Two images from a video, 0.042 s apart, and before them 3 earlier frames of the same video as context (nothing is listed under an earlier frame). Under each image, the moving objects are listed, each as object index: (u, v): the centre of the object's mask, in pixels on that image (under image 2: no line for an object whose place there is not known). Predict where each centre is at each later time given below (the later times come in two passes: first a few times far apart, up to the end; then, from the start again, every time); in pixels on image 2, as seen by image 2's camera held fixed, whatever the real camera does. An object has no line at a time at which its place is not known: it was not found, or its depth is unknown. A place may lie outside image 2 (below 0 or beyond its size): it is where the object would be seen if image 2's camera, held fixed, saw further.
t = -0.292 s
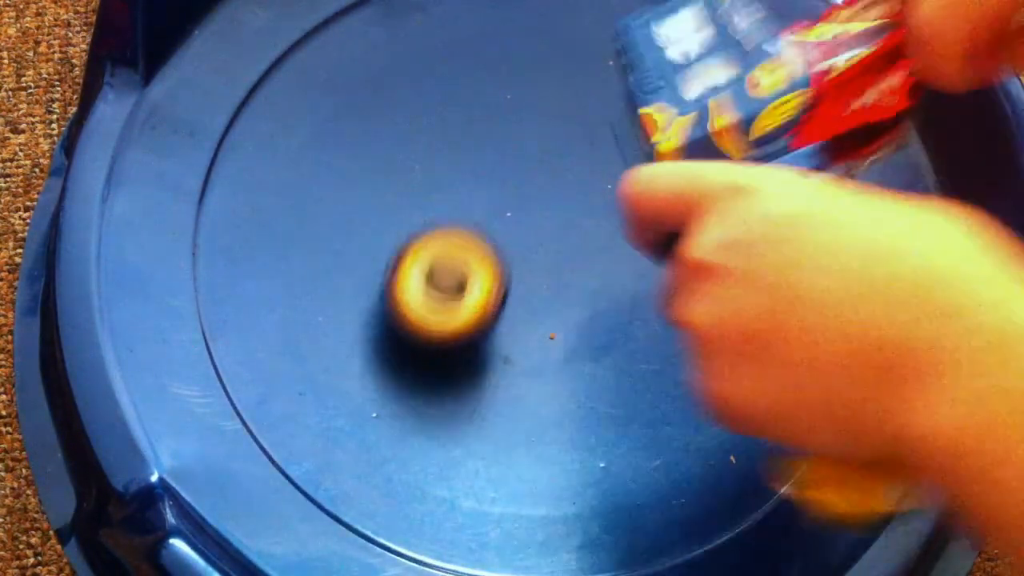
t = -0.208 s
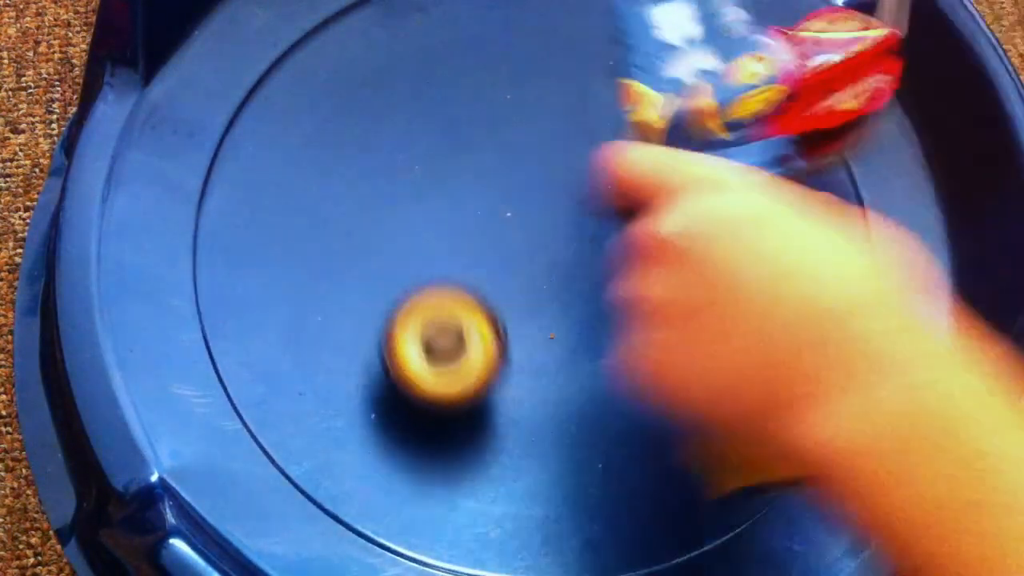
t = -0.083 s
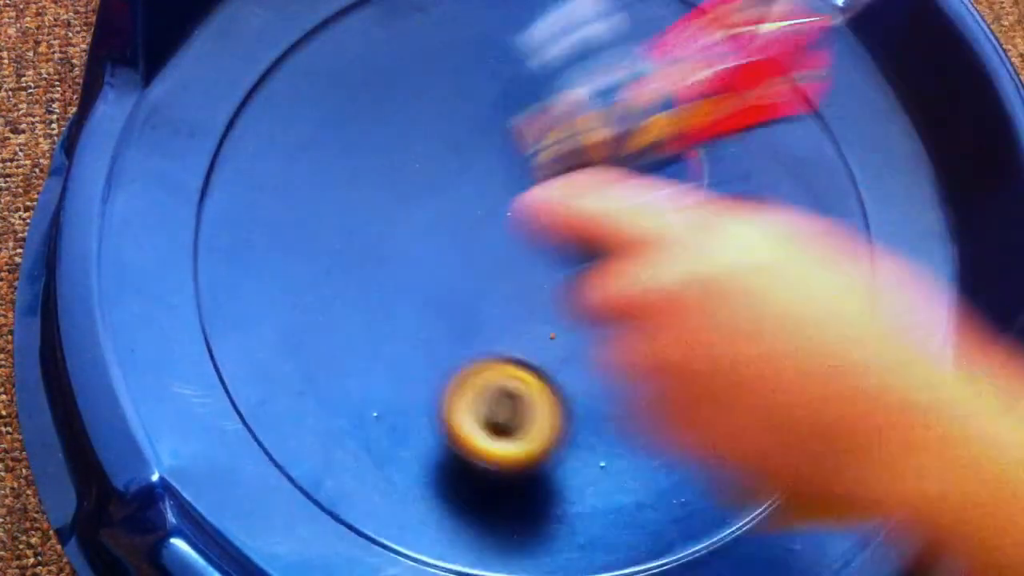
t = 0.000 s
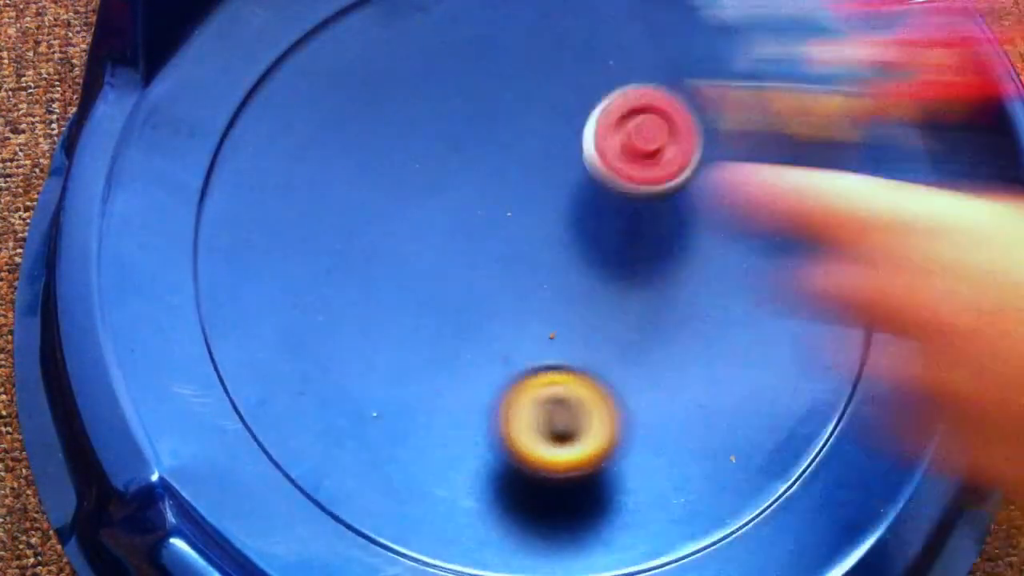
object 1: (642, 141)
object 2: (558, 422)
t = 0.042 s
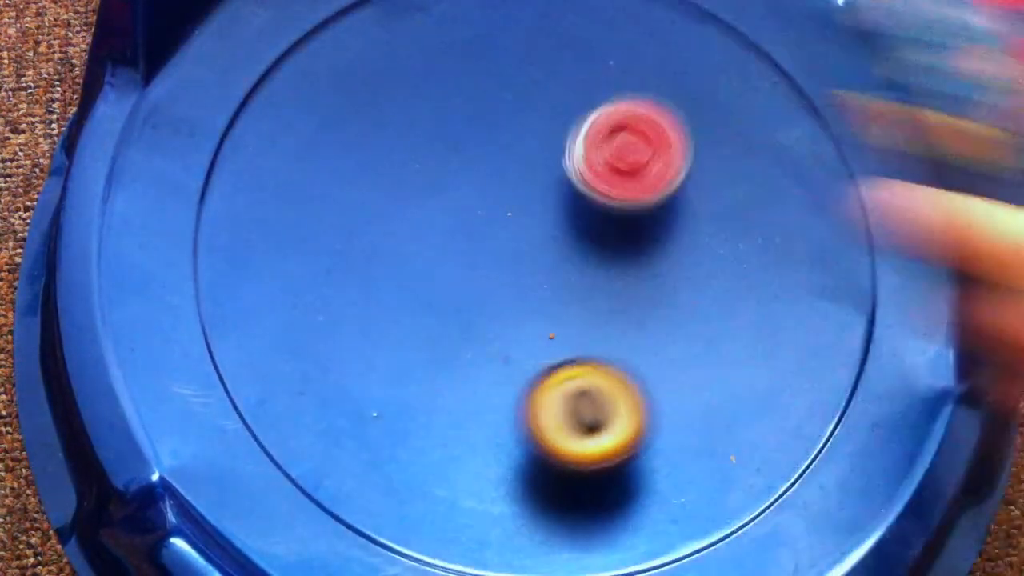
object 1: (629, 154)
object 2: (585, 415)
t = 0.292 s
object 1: (495, 227)
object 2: (631, 273)
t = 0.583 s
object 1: (610, 363)
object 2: (458, 162)
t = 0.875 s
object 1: (682, 197)
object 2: (378, 293)
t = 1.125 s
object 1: (484, 147)
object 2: (523, 330)
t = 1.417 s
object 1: (414, 350)
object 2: (579, 163)
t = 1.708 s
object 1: (644, 370)
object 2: (436, 106)
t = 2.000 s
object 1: (604, 151)
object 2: (469, 231)
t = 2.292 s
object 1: (378, 168)
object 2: (608, 215)
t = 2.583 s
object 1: (466, 368)
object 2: (587, 128)
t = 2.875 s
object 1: (656, 242)
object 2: (539, 191)
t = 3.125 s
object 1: (612, 90)
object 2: (532, 263)
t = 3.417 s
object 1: (413, 141)
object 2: (615, 277)
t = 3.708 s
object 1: (523, 335)
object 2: (582, 218)
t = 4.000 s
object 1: (690, 238)
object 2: (534, 261)
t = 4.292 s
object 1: (559, 122)
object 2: (534, 283)
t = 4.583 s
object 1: (434, 263)
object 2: (589, 289)
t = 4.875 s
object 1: (583, 381)
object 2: (564, 212)
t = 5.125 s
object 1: (664, 242)
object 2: (491, 222)
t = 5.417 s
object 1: (498, 153)
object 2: (521, 290)
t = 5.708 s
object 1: (428, 286)
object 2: (568, 239)
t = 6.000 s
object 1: (585, 321)
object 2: (520, 208)
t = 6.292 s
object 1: (648, 184)
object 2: (480, 226)
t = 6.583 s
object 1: (480, 120)
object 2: (543, 272)
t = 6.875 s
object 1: (392, 241)
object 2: (630, 259)
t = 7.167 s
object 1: (572, 336)
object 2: (580, 197)
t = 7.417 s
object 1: (663, 207)
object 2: (525, 230)
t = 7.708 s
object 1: (519, 120)
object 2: (540, 283)
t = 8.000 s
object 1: (439, 245)
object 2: (606, 288)
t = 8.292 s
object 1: (515, 372)
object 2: (636, 194)
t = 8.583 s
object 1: (634, 304)
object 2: (521, 151)
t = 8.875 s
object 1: (635, 164)
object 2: (410, 257)
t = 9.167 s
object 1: (477, 126)
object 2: (476, 340)
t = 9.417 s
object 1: (428, 246)
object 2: (547, 305)
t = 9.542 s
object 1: (340, 231)
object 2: (718, 320)
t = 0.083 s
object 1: (603, 151)
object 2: (608, 403)
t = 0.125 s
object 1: (574, 158)
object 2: (624, 384)
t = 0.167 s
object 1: (546, 169)
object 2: (636, 360)
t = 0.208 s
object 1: (524, 183)
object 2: (641, 334)
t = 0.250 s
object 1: (507, 203)
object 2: (639, 303)
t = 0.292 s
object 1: (495, 227)
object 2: (631, 273)
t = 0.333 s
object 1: (490, 253)
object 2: (619, 246)
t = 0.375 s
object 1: (492, 281)
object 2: (601, 221)
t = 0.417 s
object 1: (504, 308)
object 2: (578, 198)
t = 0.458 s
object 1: (522, 332)
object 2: (552, 181)
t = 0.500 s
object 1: (548, 351)
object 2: (522, 169)
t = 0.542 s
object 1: (578, 361)
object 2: (490, 163)
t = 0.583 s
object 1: (610, 363)
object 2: (458, 162)
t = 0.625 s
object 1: (640, 354)
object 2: (429, 167)
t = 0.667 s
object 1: (665, 337)
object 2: (404, 180)
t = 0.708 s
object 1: (686, 313)
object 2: (384, 198)
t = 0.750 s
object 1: (699, 285)
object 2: (370, 221)
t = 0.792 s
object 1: (703, 255)
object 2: (364, 245)
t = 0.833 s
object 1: (697, 225)
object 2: (366, 270)
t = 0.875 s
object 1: (682, 197)
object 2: (378, 293)
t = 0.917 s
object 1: (659, 174)
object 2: (395, 313)
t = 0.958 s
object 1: (629, 155)
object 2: (416, 328)
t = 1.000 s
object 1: (594, 142)
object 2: (441, 338)
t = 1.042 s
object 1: (558, 137)
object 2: (468, 342)
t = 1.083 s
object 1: (520, 139)
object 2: (496, 339)
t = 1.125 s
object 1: (484, 147)
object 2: (523, 330)
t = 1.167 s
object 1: (452, 163)
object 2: (547, 314)
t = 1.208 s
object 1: (425, 185)
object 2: (567, 294)
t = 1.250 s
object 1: (406, 214)
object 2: (581, 270)
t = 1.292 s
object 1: (394, 246)
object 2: (590, 243)
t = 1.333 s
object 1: (391, 280)
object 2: (592, 217)
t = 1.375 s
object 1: (397, 316)
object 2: (589, 188)
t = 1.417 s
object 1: (414, 350)
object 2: (579, 163)
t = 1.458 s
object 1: (438, 381)
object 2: (566, 140)
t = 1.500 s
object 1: (470, 405)
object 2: (547, 120)
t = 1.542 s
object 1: (507, 418)
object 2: (526, 106)
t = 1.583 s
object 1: (546, 421)
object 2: (504, 96)
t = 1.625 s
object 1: (585, 413)
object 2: (480, 93)
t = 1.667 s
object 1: (619, 395)
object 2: (456, 95)
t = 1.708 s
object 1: (644, 370)
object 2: (436, 106)
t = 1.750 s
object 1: (662, 339)
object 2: (421, 121)
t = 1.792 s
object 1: (672, 305)
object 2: (413, 141)
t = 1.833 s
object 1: (673, 270)
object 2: (413, 162)
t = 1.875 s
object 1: (666, 236)
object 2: (419, 182)
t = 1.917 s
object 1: (652, 204)
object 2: (431, 200)
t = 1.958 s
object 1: (631, 174)
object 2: (449, 217)
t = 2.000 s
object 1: (604, 151)
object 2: (469, 231)
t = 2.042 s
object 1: (572, 134)
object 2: (491, 242)
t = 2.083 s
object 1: (537, 122)
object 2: (514, 249)
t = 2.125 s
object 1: (503, 117)
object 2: (536, 251)
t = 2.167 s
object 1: (467, 118)
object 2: (559, 247)
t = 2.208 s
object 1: (432, 129)
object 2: (578, 240)
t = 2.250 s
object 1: (402, 146)
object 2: (594, 228)
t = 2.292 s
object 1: (378, 168)
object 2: (608, 215)
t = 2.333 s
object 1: (363, 197)
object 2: (618, 200)
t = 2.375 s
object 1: (356, 232)
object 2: (624, 184)
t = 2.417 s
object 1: (360, 267)
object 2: (624, 168)
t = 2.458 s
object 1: (375, 300)
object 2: (620, 154)
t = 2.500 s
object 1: (399, 329)
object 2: (612, 141)
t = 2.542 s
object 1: (430, 353)
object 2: (600, 131)
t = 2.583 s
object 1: (466, 368)
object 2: (587, 128)
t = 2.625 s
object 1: (505, 373)
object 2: (574, 129)
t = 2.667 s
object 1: (545, 368)
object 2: (561, 135)
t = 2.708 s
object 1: (581, 354)
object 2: (552, 145)
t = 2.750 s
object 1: (611, 331)
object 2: (544, 156)
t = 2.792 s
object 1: (632, 303)
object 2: (542, 170)
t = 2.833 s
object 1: (644, 272)
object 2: (542, 182)
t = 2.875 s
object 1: (656, 242)
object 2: (539, 191)
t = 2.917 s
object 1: (671, 217)
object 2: (527, 194)
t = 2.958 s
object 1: (675, 190)
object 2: (519, 204)
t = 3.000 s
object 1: (671, 162)
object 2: (518, 218)
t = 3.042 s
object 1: (657, 135)
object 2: (520, 234)
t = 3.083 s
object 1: (637, 110)
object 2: (525, 249)
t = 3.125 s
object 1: (612, 90)
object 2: (532, 263)
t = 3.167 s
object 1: (582, 75)
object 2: (541, 276)
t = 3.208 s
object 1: (550, 66)
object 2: (552, 285)
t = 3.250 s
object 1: (517, 65)
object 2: (565, 291)
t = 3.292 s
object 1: (486, 72)
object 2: (580, 293)
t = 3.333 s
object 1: (455, 88)
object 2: (594, 291)
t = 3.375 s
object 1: (431, 111)
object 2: (607, 285)
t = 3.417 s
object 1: (413, 141)
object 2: (615, 277)
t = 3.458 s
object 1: (405, 174)
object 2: (620, 266)
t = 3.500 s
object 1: (406, 208)
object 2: (622, 255)
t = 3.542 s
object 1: (419, 242)
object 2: (620, 243)
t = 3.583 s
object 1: (437, 273)
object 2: (615, 233)
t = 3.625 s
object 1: (460, 299)
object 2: (606, 224)
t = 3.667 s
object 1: (491, 321)
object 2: (594, 219)
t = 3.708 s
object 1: (523, 335)
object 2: (582, 218)
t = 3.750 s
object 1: (558, 341)
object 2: (569, 219)
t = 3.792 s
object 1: (591, 337)
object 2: (558, 223)
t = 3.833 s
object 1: (622, 327)
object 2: (547, 230)
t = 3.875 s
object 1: (648, 309)
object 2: (540, 237)
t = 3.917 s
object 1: (668, 287)
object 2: (536, 245)
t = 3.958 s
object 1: (683, 262)
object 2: (534, 254)
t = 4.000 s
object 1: (690, 238)
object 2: (534, 261)
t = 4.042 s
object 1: (689, 212)
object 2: (536, 268)
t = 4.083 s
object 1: (682, 188)
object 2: (538, 272)
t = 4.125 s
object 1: (668, 165)
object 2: (539, 274)
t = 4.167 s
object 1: (648, 146)
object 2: (539, 275)
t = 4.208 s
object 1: (621, 130)
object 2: (537, 278)
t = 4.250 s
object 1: (591, 123)
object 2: (535, 280)
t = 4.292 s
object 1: (559, 122)
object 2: (534, 283)
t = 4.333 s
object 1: (528, 128)
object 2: (536, 288)
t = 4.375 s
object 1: (500, 142)
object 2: (539, 292)
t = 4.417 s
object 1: (477, 163)
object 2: (544, 296)
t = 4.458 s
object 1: (462, 190)
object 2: (550, 296)
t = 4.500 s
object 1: (453, 217)
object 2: (557, 293)
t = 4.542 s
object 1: (441, 241)
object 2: (575, 292)
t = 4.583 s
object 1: (434, 263)
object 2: (589, 289)
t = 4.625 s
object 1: (435, 290)
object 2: (595, 281)
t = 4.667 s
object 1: (445, 318)
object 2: (597, 270)
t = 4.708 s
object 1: (463, 344)
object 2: (596, 257)
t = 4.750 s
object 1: (487, 365)
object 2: (592, 243)
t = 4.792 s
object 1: (516, 379)
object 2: (585, 230)
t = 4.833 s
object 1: (550, 385)
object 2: (575, 220)
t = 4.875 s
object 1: (583, 381)
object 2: (564, 212)
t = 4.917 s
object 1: (613, 370)
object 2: (550, 206)
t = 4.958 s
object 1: (637, 350)
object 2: (536, 202)
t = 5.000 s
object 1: (655, 326)
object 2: (523, 201)
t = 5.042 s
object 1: (665, 298)
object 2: (510, 205)
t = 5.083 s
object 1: (668, 270)
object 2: (500, 212)
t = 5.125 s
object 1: (664, 242)
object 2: (491, 222)
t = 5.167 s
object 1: (653, 215)
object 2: (486, 233)
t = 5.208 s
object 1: (636, 192)
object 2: (484, 245)
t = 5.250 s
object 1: (613, 172)
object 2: (485, 257)
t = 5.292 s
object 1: (586, 158)
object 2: (491, 269)
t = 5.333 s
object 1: (557, 150)
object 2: (498, 278)
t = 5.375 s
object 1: (526, 149)
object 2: (508, 286)
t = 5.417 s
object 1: (498, 153)
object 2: (521, 290)
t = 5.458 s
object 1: (472, 163)
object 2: (533, 291)
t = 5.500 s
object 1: (451, 177)
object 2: (544, 288)
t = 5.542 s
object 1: (436, 195)
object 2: (553, 281)
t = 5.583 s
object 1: (425, 216)
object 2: (560, 272)
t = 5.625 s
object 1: (421, 239)
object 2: (565, 261)
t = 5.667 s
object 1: (423, 262)
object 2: (568, 250)
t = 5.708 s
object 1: (428, 286)
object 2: (568, 239)
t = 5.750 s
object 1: (441, 307)
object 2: (565, 228)
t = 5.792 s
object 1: (460, 327)
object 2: (560, 219)
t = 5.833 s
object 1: (484, 340)
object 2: (553, 210)
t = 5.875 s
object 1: (510, 346)
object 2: (544, 205)
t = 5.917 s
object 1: (537, 345)
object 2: (535, 203)
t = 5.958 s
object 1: (563, 337)
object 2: (527, 204)
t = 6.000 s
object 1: (585, 321)
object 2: (520, 208)
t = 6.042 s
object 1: (601, 302)
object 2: (515, 213)
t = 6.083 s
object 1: (626, 291)
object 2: (504, 208)
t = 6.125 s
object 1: (647, 279)
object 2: (490, 201)
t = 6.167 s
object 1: (659, 258)
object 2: (483, 202)
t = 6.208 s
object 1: (663, 234)
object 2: (480, 208)
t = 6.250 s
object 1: (659, 208)
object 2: (479, 218)
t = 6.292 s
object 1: (648, 184)
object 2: (480, 226)
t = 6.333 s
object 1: (631, 163)
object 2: (485, 234)
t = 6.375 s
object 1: (610, 146)
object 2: (492, 241)
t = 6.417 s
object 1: (585, 135)
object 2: (502, 245)
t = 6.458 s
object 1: (560, 129)
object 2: (511, 247)
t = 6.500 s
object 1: (533, 129)
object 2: (521, 246)
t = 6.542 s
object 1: (507, 132)
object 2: (530, 247)
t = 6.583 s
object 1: (480, 120)
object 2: (543, 272)
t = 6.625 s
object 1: (455, 113)
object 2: (556, 292)
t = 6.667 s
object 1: (434, 119)
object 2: (570, 300)
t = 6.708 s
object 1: (414, 136)
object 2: (584, 301)
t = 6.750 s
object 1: (397, 158)
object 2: (599, 296)
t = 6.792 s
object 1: (388, 183)
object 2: (612, 286)
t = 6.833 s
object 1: (387, 212)
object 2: (623, 273)
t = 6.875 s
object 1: (392, 241)
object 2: (630, 259)
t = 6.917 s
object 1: (405, 268)
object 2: (633, 243)
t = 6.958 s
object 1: (423, 293)
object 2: (631, 229)
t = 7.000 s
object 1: (446, 313)
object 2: (625, 216)
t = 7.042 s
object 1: (474, 329)
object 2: (616, 207)
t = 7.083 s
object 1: (506, 338)
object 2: (604, 201)
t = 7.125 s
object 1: (539, 340)
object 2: (592, 198)
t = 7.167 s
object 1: (572, 336)
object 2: (580, 197)
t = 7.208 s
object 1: (601, 325)
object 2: (568, 199)
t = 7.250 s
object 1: (626, 307)
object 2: (557, 202)
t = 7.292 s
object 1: (644, 284)
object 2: (546, 208)
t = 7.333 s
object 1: (656, 260)
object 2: (537, 215)
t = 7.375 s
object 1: (663, 234)
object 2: (530, 222)
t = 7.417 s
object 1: (663, 207)
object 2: (525, 230)
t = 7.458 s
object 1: (656, 181)
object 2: (523, 240)
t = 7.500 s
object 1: (643, 158)
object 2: (522, 249)
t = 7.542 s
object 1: (623, 138)
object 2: (523, 258)
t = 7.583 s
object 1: (599, 123)
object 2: (525, 267)
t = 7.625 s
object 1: (573, 115)
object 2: (528, 274)
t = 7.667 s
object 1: (545, 114)
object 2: (533, 279)
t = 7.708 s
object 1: (519, 120)
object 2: (540, 283)
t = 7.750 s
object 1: (494, 133)
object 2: (547, 286)
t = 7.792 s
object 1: (475, 151)
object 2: (552, 286)
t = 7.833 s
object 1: (463, 173)
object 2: (558, 285)
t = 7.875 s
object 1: (459, 197)
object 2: (562, 281)
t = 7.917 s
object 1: (452, 217)
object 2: (577, 283)
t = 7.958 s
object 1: (440, 228)
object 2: (596, 289)
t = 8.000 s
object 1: (439, 245)
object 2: (606, 288)
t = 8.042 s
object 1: (445, 266)
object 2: (610, 283)
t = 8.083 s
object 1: (457, 287)
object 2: (611, 275)
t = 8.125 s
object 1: (473, 306)
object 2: (609, 266)
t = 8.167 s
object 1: (495, 321)
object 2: (606, 257)
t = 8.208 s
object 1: (512, 334)
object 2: (606, 247)
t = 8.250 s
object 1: (511, 357)
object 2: (624, 219)
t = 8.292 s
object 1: (515, 372)
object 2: (636, 194)
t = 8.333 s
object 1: (532, 380)
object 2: (636, 172)
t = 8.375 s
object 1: (555, 381)
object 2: (628, 157)
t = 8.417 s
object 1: (578, 376)
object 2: (610, 145)
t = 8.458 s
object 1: (600, 365)
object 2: (588, 139)
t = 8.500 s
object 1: (618, 349)
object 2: (564, 137)
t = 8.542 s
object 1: (629, 328)
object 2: (542, 141)
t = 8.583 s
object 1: (634, 304)
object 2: (521, 151)
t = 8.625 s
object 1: (633, 280)
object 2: (504, 163)
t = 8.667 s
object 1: (627, 256)
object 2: (492, 178)
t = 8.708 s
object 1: (617, 233)
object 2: (486, 195)
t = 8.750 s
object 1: (612, 212)
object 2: (475, 210)
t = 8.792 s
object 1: (629, 196)
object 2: (441, 224)
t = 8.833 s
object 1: (638, 180)
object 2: (419, 240)
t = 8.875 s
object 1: (635, 164)
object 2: (410, 257)
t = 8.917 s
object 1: (622, 150)
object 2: (410, 274)
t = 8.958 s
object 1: (602, 135)
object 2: (415, 291)
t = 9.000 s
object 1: (577, 124)
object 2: (423, 306)
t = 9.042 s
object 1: (552, 117)
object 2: (435, 318)
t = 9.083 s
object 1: (527, 115)
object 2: (448, 328)
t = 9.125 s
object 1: (501, 118)
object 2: (461, 336)
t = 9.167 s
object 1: (477, 126)
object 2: (476, 340)
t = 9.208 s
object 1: (456, 138)
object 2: (491, 341)
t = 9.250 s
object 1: (438, 157)
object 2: (506, 338)
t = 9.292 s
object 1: (427, 177)
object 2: (519, 332)
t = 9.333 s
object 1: (421, 200)
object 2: (530, 324)
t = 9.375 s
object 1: (422, 223)
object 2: (538, 315)
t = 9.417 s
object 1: (428, 246)
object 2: (547, 305)
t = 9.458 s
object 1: (403, 245)
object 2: (599, 310)
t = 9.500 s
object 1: (364, 236)
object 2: (664, 320)
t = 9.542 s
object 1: (340, 231)
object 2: (718, 320)
